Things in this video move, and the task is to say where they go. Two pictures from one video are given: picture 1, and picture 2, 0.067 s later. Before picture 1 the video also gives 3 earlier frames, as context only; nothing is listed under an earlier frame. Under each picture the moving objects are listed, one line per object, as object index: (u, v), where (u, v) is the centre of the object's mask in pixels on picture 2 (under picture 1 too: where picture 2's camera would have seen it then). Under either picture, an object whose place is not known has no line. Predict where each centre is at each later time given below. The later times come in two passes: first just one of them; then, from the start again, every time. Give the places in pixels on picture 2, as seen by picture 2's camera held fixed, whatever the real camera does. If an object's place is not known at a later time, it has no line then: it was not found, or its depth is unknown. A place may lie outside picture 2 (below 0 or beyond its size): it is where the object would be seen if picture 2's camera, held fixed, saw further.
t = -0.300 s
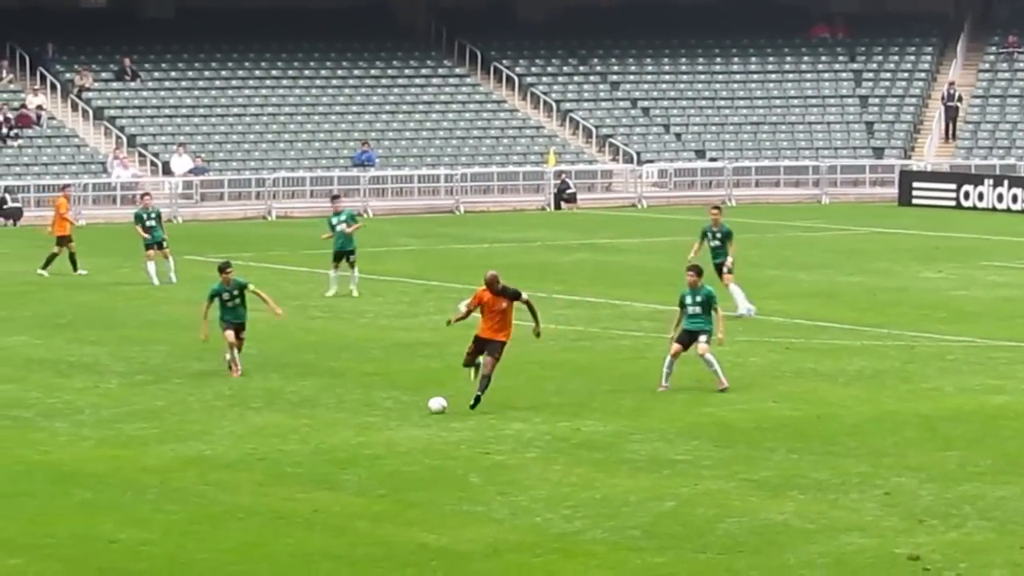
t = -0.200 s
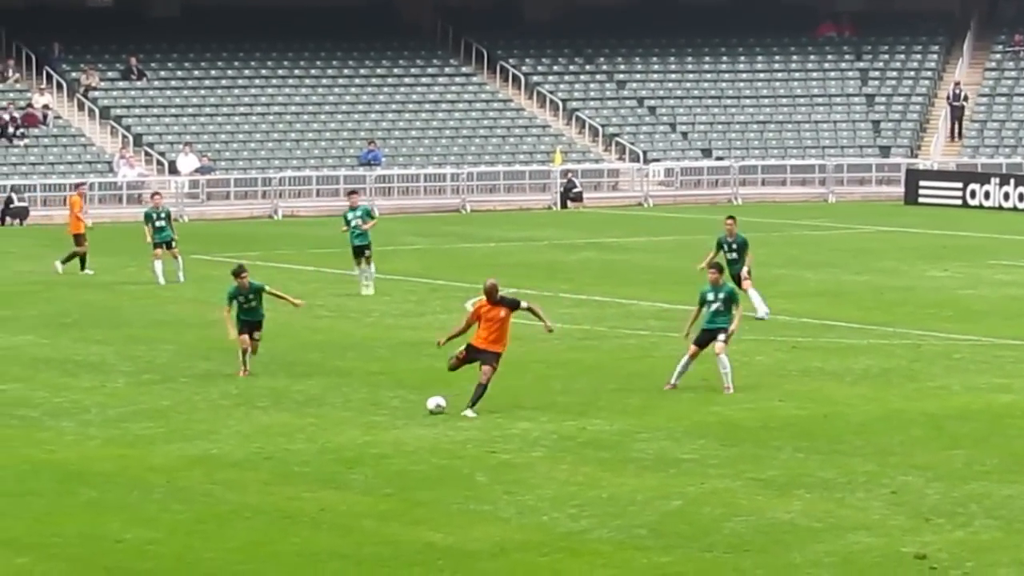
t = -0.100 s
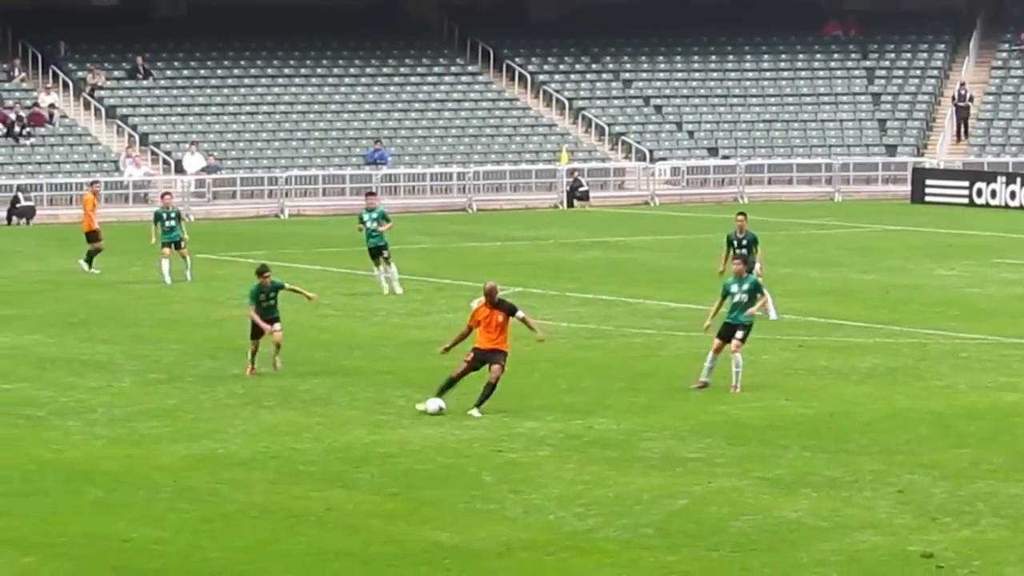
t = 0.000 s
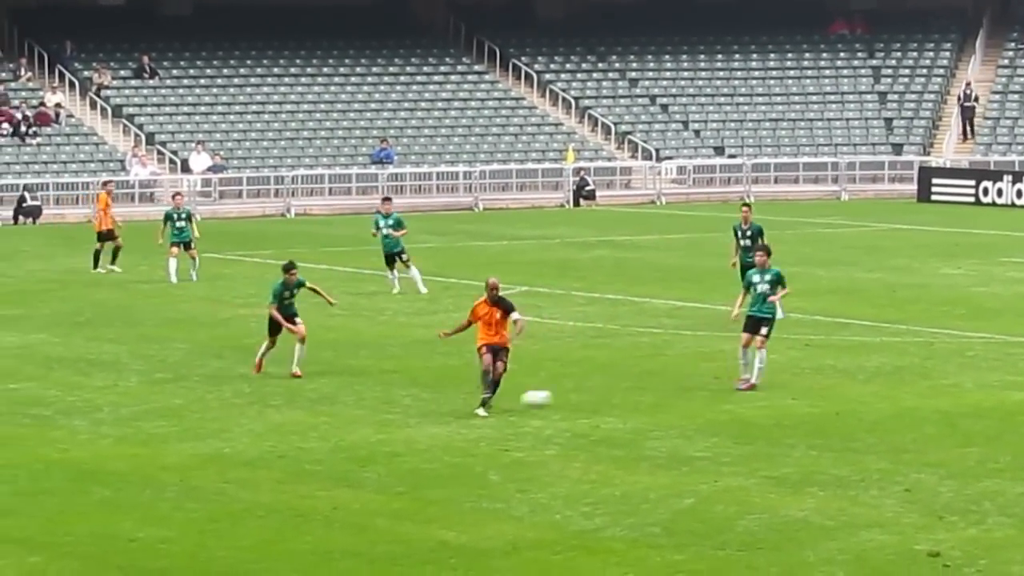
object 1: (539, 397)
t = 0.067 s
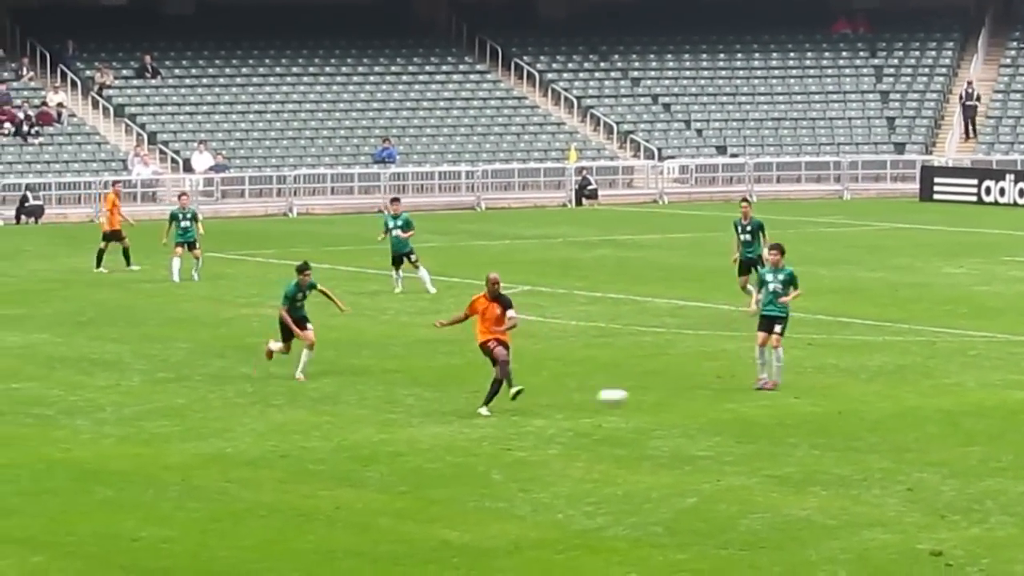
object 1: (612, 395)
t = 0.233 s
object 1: (812, 415)
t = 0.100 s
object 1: (651, 399)
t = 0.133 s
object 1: (689, 401)
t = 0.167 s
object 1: (729, 404)
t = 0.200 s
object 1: (769, 409)
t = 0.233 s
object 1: (812, 415)
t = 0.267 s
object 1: (854, 422)
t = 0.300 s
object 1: (898, 432)
